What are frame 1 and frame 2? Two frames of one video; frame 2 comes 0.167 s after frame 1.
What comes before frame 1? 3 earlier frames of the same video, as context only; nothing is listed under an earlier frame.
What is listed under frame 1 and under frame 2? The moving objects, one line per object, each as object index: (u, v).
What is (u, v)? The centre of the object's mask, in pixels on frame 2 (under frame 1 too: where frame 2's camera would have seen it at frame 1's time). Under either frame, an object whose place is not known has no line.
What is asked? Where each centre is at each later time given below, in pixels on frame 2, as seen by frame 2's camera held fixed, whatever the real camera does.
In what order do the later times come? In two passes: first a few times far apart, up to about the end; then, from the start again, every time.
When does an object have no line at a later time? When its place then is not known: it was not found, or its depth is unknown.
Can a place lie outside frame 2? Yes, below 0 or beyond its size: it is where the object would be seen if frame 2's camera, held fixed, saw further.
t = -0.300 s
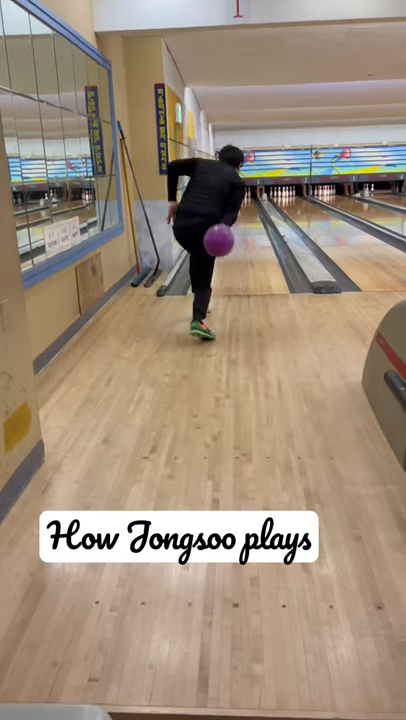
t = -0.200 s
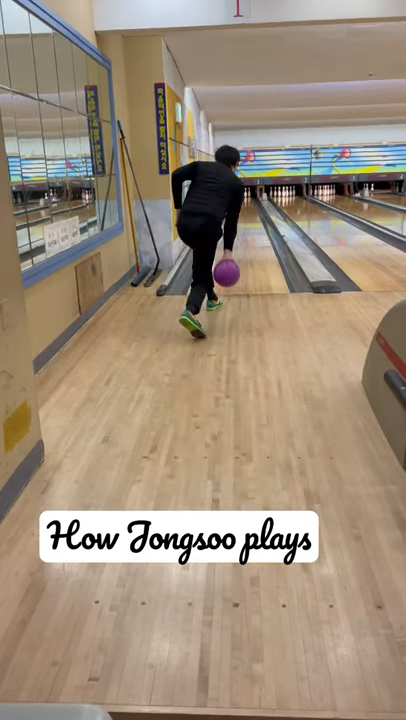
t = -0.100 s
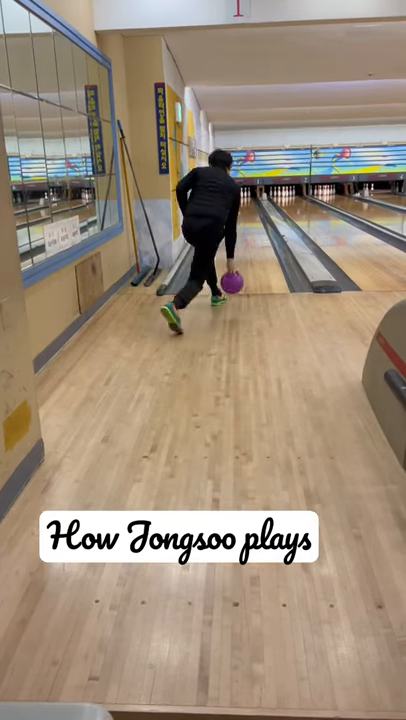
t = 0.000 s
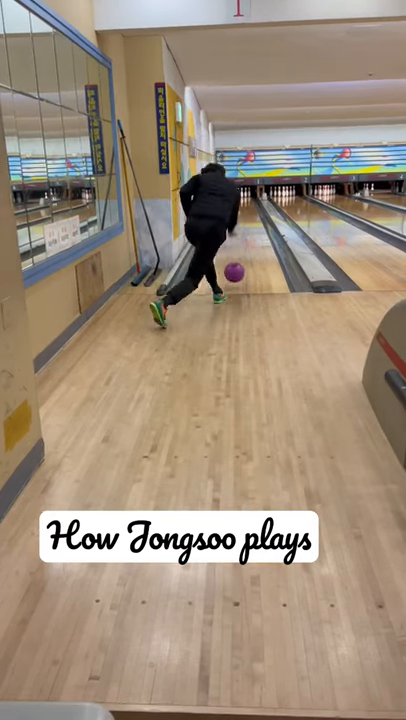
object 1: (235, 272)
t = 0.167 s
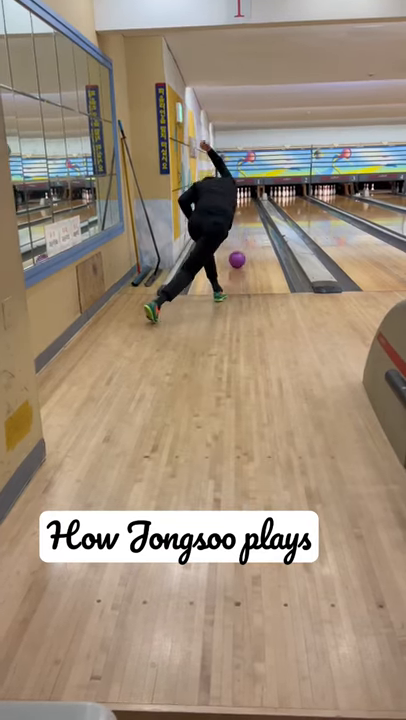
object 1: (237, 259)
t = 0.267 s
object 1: (238, 250)
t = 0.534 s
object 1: (241, 233)
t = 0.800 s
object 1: (241, 223)
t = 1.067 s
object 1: (242, 215)
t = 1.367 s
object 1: (242, 210)
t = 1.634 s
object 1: (243, 204)
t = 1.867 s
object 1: (243, 201)
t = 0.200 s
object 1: (237, 256)
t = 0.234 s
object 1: (237, 253)
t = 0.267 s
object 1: (238, 250)
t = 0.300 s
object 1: (238, 248)
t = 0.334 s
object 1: (238, 245)
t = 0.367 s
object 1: (238, 243)
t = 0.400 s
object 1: (239, 241)
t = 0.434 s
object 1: (239, 239)
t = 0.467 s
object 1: (239, 237)
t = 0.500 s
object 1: (239, 235)
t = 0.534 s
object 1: (241, 233)
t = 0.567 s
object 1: (241, 232)
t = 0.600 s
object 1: (242, 230)
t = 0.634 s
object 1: (242, 228)
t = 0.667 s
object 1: (241, 227)
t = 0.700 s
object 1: (240, 226)
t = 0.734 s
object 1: (240, 225)
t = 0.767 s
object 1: (240, 224)
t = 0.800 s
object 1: (241, 223)
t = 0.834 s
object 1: (241, 222)
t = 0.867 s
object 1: (241, 220)
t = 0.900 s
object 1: (241, 220)
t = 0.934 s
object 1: (241, 219)
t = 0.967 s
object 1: (241, 218)
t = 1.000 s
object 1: (241, 217)
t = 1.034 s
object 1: (242, 216)
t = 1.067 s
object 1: (242, 215)
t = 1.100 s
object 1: (242, 214)
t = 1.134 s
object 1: (242, 213)
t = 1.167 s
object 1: (242, 212)
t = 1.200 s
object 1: (242, 212)
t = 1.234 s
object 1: (242, 211)
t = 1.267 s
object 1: (242, 211)
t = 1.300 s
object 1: (242, 210)
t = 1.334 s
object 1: (242, 210)
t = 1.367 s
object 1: (242, 210)
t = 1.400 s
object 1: (243, 209)
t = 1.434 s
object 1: (242, 209)
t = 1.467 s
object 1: (243, 207)
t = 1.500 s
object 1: (243, 207)
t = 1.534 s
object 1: (243, 206)
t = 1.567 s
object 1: (243, 205)
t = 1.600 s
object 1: (243, 204)
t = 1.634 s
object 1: (243, 204)
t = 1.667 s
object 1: (243, 203)
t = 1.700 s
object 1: (243, 203)
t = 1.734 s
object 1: (243, 203)
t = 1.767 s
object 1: (243, 202)
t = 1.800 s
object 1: (243, 201)
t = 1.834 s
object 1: (243, 201)
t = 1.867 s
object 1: (243, 201)
